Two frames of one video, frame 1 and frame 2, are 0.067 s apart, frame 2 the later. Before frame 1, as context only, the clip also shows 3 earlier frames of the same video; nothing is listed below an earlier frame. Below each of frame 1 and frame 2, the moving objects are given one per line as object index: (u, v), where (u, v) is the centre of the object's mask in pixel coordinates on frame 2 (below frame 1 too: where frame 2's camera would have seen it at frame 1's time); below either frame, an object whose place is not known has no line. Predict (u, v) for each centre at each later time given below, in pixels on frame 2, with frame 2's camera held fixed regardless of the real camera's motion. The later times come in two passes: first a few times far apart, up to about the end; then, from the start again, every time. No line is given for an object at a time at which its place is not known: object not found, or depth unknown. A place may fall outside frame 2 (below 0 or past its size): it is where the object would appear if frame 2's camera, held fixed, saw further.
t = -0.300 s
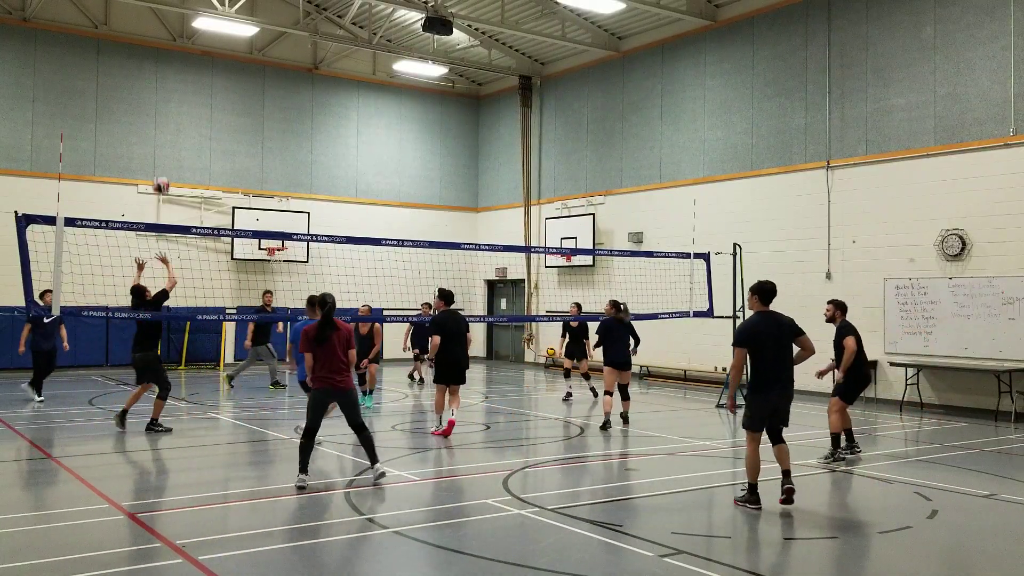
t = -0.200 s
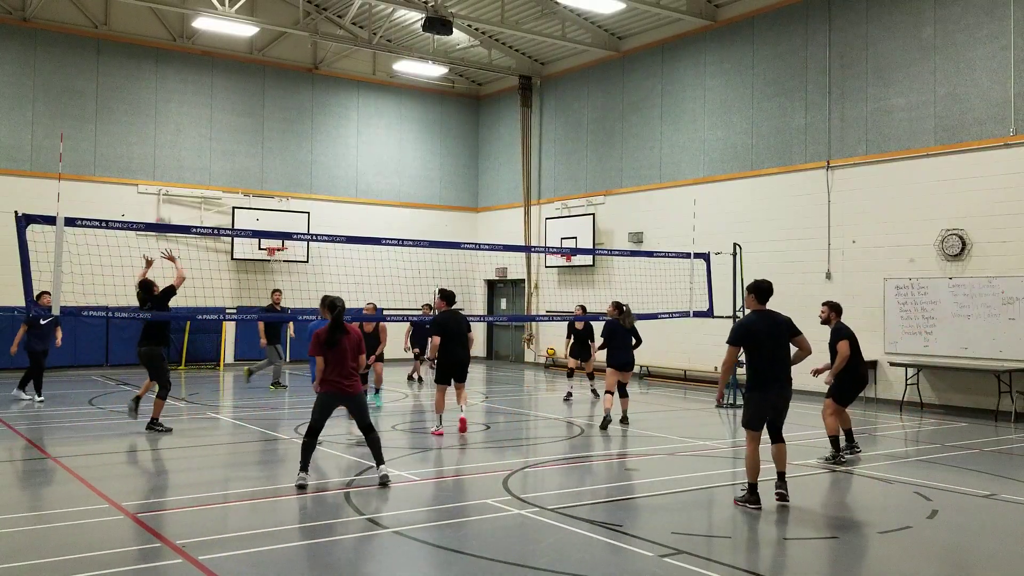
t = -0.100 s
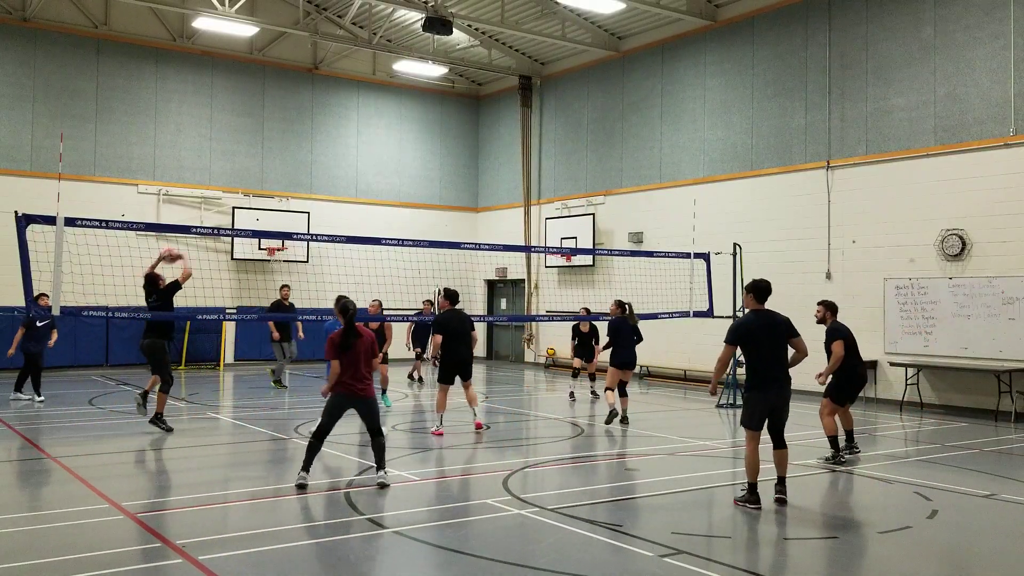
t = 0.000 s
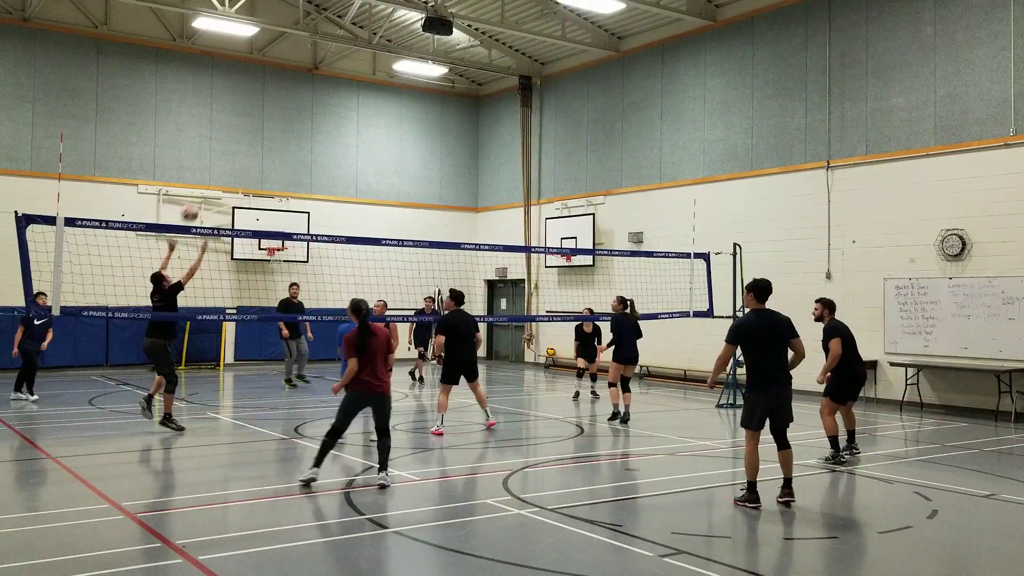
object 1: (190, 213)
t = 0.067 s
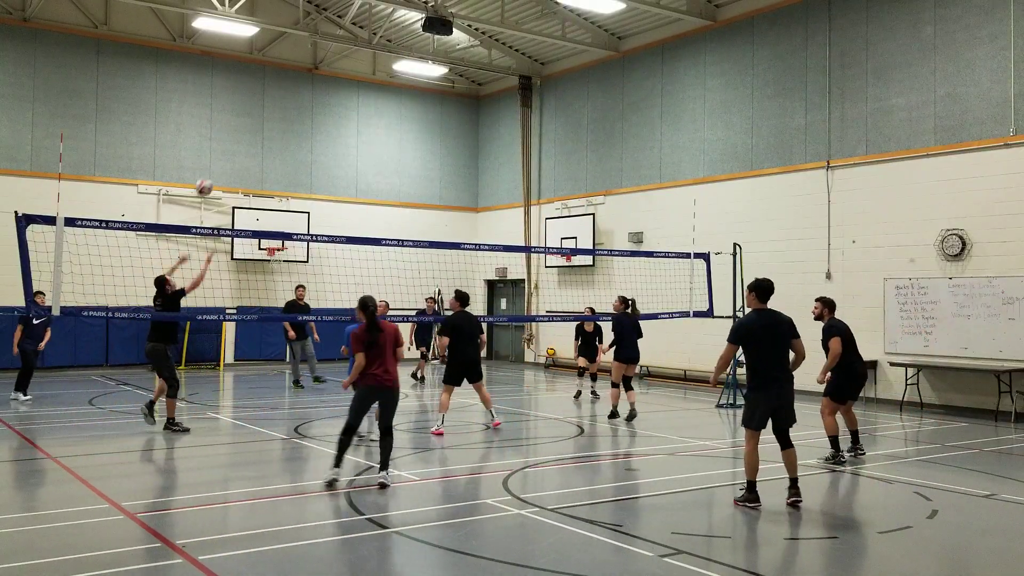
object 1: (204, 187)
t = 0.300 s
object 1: (248, 129)
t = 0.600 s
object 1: (302, 119)
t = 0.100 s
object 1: (210, 176)
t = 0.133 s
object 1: (217, 166)
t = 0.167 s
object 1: (223, 157)
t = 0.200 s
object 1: (229, 149)
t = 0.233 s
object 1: (236, 141)
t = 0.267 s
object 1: (242, 135)
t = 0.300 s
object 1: (248, 129)
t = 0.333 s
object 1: (254, 124)
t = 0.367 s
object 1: (261, 121)
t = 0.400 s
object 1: (267, 119)
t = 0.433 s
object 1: (273, 117)
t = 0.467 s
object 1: (279, 115)
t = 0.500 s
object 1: (284, 115)
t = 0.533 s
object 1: (290, 116)
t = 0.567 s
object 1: (296, 117)
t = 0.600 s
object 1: (302, 119)
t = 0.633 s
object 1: (307, 122)
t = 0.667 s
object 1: (313, 126)
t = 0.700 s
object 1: (318, 131)
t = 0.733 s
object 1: (324, 136)
